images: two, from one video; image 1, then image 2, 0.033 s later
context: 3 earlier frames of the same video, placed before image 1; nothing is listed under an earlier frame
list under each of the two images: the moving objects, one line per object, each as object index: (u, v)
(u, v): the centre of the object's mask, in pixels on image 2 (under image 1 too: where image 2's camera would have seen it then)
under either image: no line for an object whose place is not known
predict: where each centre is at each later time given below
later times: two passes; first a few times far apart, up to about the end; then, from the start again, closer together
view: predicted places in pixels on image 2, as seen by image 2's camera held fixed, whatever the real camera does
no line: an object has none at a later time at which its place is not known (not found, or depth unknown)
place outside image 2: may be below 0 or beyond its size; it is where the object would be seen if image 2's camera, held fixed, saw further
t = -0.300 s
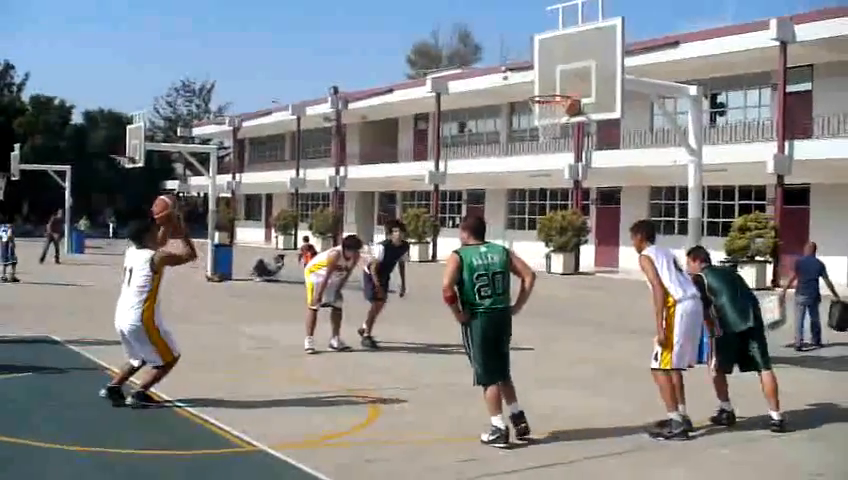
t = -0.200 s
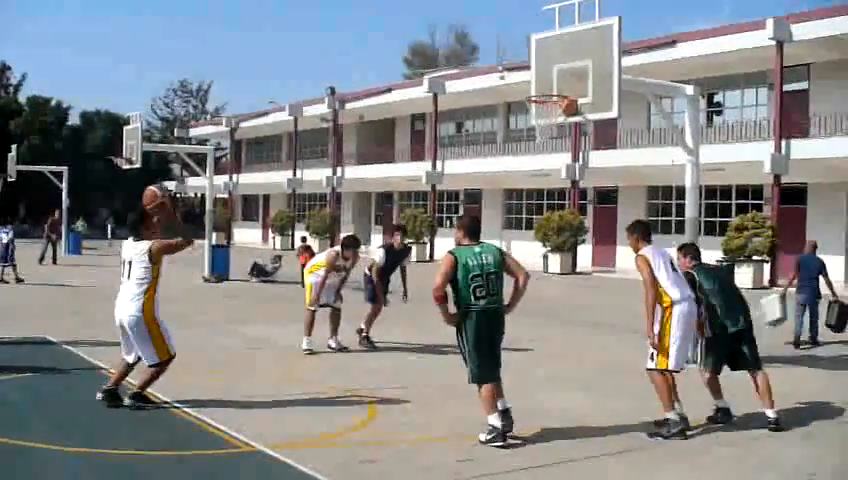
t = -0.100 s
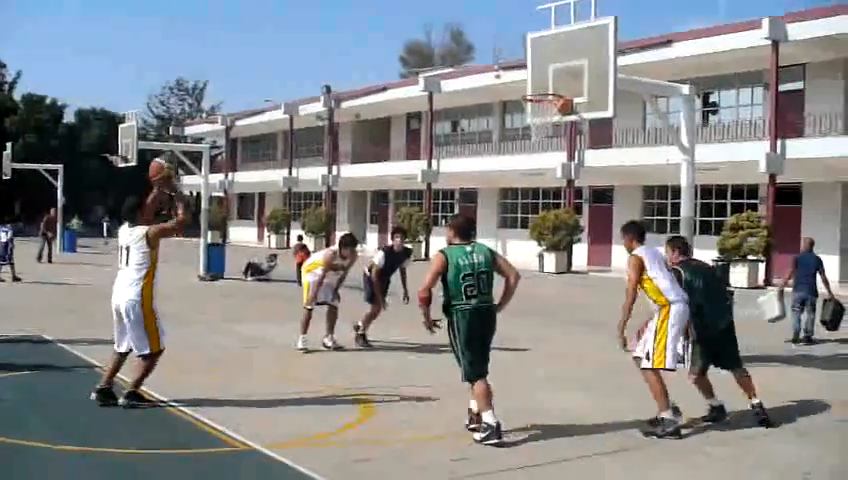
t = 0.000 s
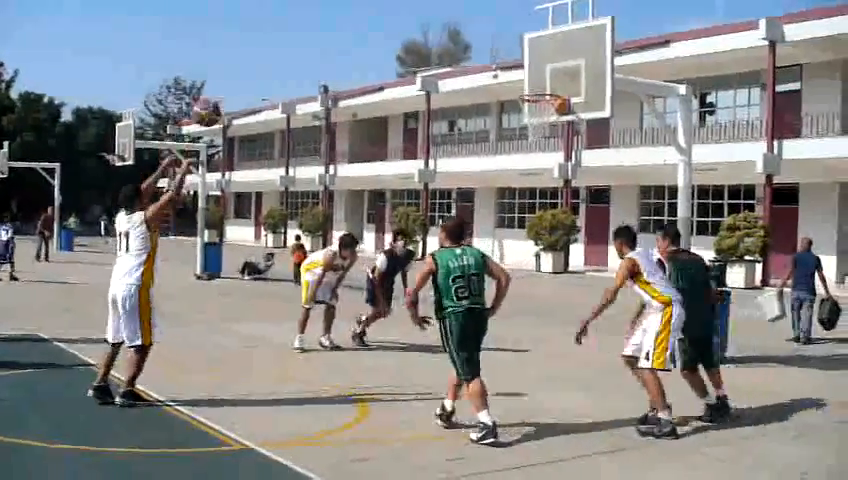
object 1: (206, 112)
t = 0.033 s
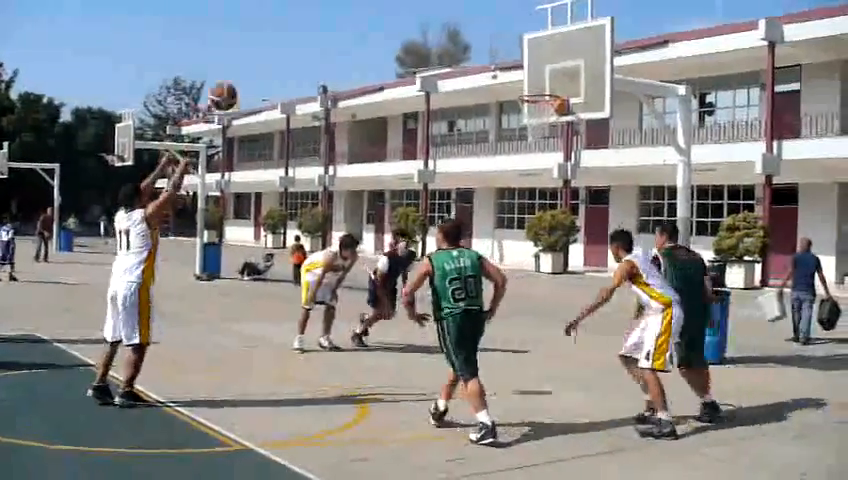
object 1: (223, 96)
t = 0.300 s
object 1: (345, 19)
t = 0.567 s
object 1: (445, 21)
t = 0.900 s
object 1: (541, 85)
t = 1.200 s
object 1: (530, 74)
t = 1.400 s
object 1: (499, 94)
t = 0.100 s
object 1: (255, 67)
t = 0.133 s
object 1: (271, 56)
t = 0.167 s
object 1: (288, 45)
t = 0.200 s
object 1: (303, 37)
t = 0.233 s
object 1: (317, 30)
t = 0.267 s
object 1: (331, 23)
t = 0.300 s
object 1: (345, 19)
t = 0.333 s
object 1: (359, 15)
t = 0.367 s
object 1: (372, 13)
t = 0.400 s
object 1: (385, 12)
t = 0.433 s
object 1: (397, 12)
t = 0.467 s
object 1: (409, 12)
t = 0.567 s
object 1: (445, 21)
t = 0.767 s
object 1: (508, 65)
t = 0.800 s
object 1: (519, 76)
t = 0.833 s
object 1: (528, 86)
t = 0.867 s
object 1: (534, 85)
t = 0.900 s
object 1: (541, 85)
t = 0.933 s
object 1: (545, 86)
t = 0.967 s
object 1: (554, 86)
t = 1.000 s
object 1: (558, 89)
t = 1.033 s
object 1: (557, 87)
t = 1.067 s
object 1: (552, 82)
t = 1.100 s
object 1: (546, 78)
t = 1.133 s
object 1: (540, 76)
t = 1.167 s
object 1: (535, 74)
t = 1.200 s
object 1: (530, 74)
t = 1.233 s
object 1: (524, 74)
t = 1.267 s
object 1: (519, 76)
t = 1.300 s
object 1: (513, 79)
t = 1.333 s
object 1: (508, 84)
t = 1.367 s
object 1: (502, 88)
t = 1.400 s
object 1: (499, 94)
